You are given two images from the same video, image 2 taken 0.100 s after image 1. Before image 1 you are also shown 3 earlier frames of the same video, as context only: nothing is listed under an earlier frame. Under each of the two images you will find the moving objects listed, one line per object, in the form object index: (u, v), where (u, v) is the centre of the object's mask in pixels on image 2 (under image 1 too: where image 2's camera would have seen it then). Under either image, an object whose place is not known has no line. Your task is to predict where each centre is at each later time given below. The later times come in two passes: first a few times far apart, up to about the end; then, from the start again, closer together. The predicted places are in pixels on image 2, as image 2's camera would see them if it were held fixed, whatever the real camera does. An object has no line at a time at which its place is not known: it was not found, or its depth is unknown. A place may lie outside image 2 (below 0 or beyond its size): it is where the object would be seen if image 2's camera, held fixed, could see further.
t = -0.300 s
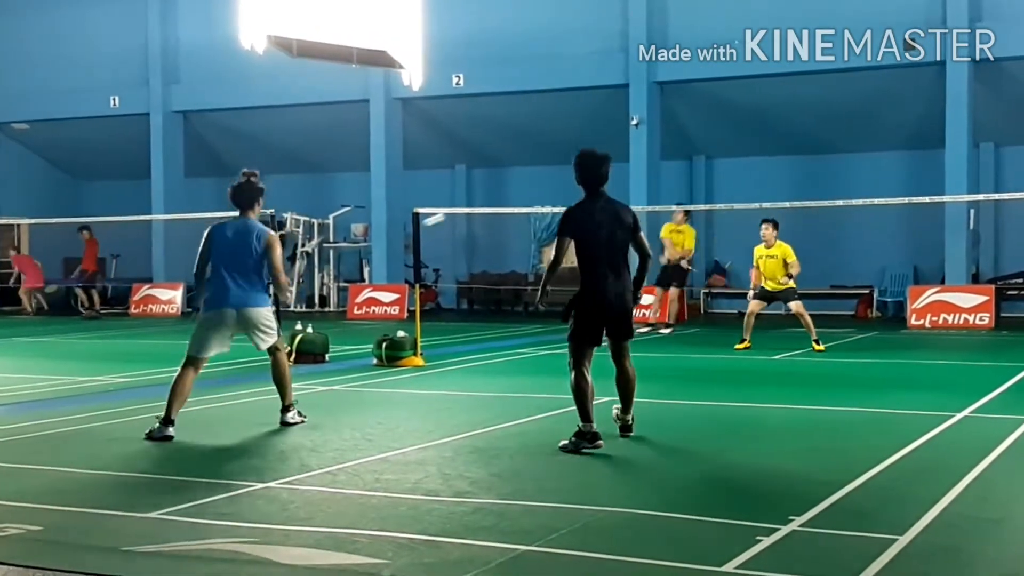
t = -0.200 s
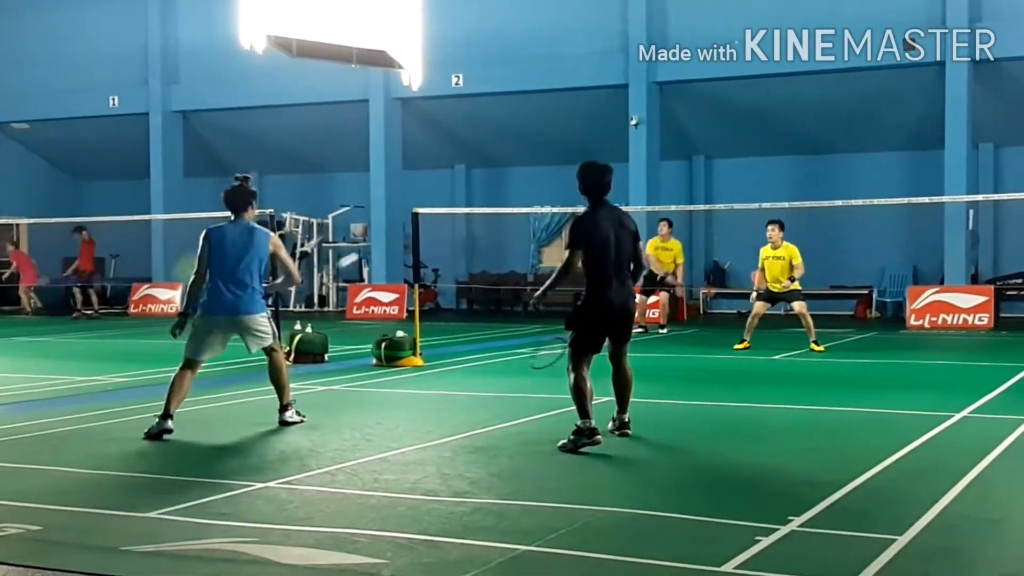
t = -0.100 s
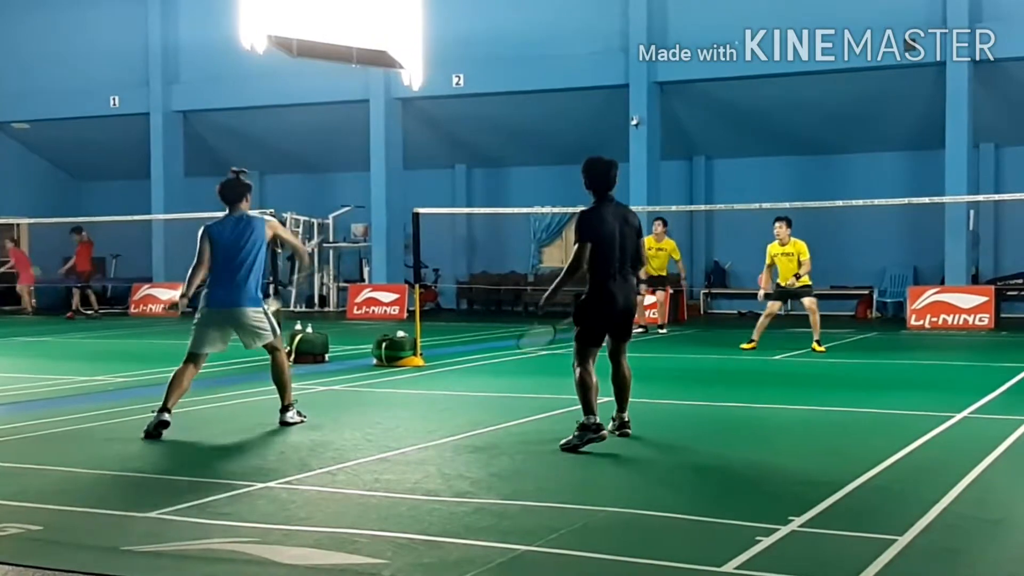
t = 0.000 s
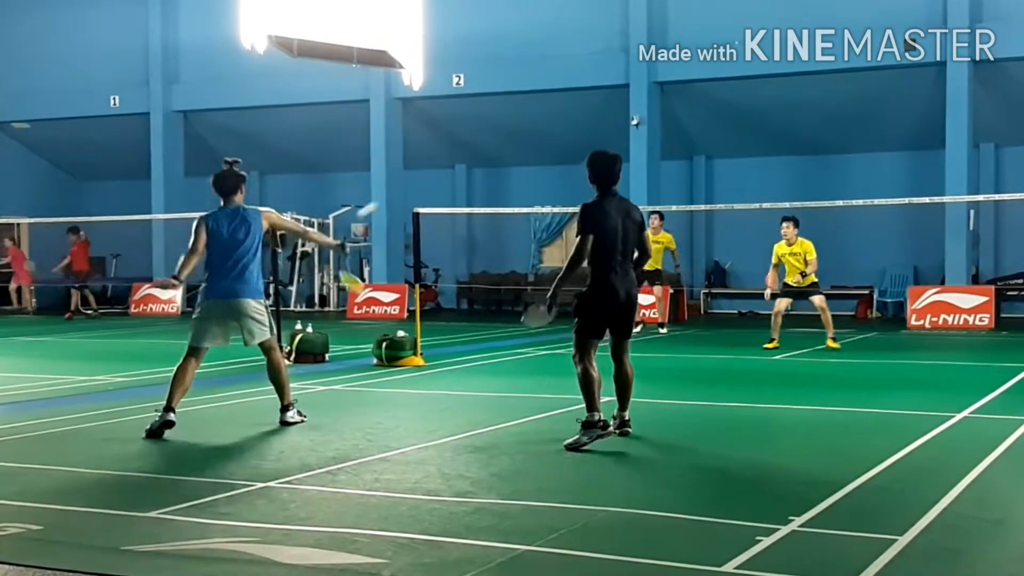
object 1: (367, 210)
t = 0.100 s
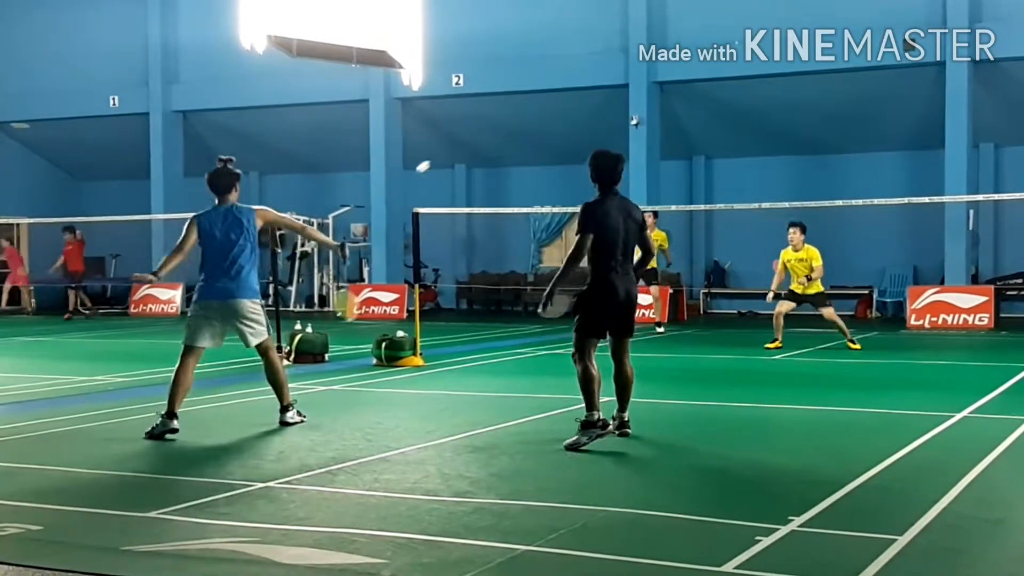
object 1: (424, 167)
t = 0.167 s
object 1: (448, 151)
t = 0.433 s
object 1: (507, 147)
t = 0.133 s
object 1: (436, 158)
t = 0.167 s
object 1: (448, 151)
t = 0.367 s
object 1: (496, 142)
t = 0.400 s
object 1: (502, 144)
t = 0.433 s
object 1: (507, 147)
